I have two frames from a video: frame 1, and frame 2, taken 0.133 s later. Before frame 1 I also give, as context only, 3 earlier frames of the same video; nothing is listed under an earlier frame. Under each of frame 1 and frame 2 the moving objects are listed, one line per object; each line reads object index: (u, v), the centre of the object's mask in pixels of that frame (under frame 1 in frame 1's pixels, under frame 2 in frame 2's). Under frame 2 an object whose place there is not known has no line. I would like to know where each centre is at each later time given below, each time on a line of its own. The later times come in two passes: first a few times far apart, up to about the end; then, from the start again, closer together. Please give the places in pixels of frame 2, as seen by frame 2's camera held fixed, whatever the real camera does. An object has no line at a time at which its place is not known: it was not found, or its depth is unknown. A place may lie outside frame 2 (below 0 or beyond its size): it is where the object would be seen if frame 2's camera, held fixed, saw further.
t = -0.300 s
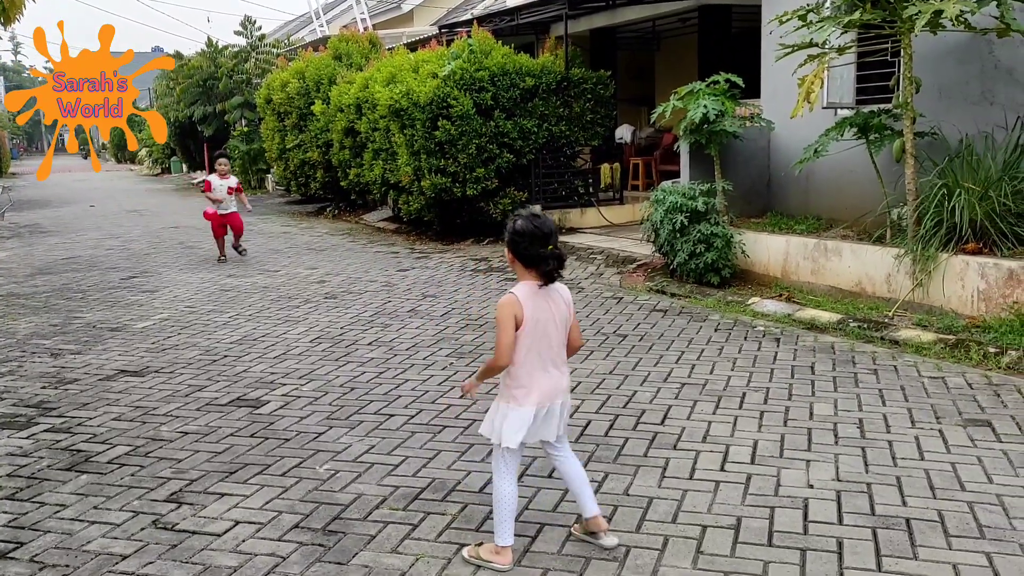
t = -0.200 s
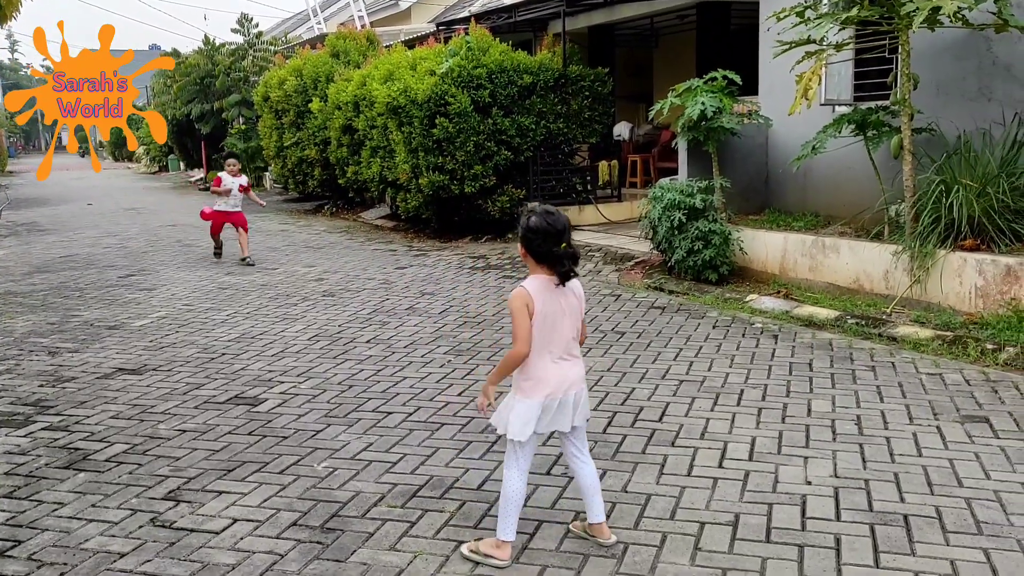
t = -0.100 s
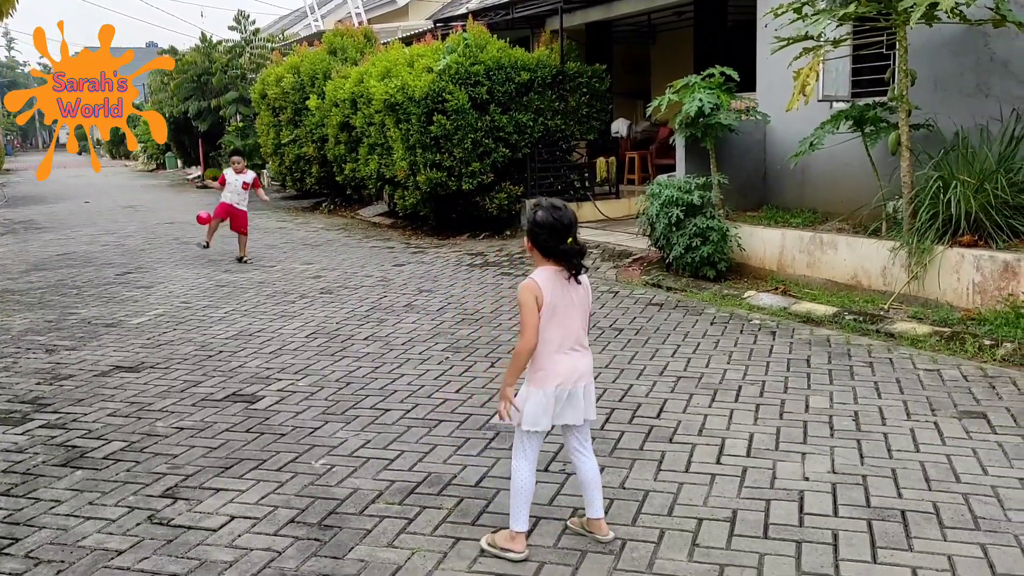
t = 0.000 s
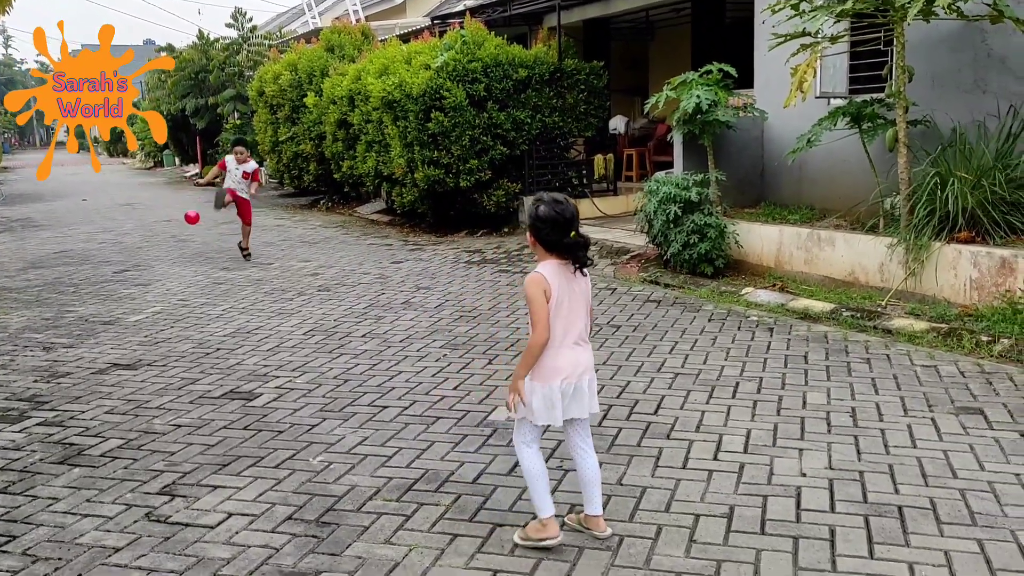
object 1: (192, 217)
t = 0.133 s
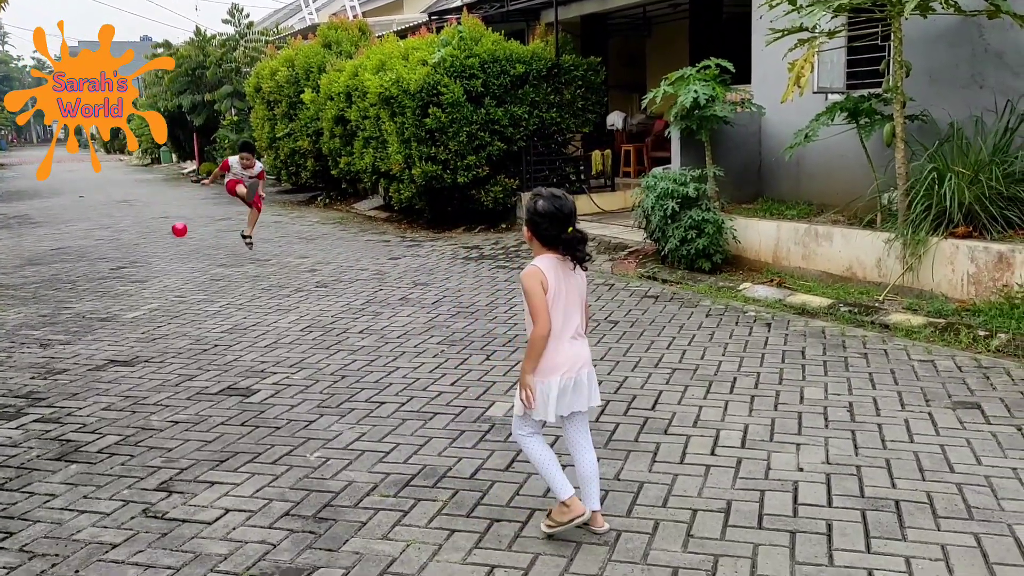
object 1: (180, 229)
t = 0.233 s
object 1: (170, 253)
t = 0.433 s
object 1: (142, 257)
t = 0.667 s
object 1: (107, 276)
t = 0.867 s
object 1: (75, 281)
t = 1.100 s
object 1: (35, 288)
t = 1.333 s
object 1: (-5, 296)
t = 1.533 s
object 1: (-33, 302)
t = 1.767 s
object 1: (-61, 302)
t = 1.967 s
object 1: (-74, 305)
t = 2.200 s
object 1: (-78, 306)
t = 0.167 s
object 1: (176, 236)
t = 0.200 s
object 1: (172, 244)
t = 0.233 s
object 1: (170, 253)
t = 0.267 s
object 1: (168, 262)
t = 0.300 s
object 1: (165, 265)
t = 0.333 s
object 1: (159, 261)
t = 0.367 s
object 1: (153, 258)
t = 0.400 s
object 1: (148, 257)
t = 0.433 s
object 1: (142, 257)
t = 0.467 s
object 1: (137, 258)
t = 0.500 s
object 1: (133, 260)
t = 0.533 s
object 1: (128, 263)
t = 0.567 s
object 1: (124, 266)
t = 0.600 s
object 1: (119, 270)
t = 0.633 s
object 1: (114, 276)
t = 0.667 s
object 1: (107, 276)
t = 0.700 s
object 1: (101, 274)
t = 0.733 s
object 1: (95, 275)
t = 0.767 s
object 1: (90, 276)
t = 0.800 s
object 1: (85, 278)
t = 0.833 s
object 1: (80, 281)
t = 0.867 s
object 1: (75, 281)
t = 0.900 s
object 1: (69, 281)
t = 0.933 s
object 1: (62, 282)
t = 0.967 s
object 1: (56, 286)
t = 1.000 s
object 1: (50, 286)
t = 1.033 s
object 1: (44, 286)
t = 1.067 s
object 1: (39, 287)
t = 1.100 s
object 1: (35, 288)
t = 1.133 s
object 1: (30, 290)
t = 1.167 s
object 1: (25, 291)
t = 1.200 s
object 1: (19, 291)
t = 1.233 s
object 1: (13, 292)
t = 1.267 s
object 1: (7, 295)
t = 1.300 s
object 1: (1, 295)
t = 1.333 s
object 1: (-5, 296)
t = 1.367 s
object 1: (-11, 297)
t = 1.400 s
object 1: (-16, 298)
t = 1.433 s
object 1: (-20, 299)
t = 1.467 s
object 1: (-25, 301)
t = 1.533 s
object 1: (-33, 302)
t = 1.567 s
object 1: (-36, 304)
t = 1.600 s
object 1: (-41, 307)
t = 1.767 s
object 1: (-61, 302)
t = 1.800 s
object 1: (-64, 303)
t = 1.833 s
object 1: (-66, 303)
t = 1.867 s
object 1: (-69, 304)
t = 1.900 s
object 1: (-71, 304)
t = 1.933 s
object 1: (-72, 305)
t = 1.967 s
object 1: (-74, 305)
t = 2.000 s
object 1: (-76, 305)
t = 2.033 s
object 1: (-77, 305)
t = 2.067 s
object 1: (-78, 305)
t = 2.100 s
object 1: (-79, 305)
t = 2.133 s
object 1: (-79, 306)
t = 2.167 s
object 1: (-79, 306)
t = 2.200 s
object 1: (-78, 306)
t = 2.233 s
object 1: (-77, 307)
